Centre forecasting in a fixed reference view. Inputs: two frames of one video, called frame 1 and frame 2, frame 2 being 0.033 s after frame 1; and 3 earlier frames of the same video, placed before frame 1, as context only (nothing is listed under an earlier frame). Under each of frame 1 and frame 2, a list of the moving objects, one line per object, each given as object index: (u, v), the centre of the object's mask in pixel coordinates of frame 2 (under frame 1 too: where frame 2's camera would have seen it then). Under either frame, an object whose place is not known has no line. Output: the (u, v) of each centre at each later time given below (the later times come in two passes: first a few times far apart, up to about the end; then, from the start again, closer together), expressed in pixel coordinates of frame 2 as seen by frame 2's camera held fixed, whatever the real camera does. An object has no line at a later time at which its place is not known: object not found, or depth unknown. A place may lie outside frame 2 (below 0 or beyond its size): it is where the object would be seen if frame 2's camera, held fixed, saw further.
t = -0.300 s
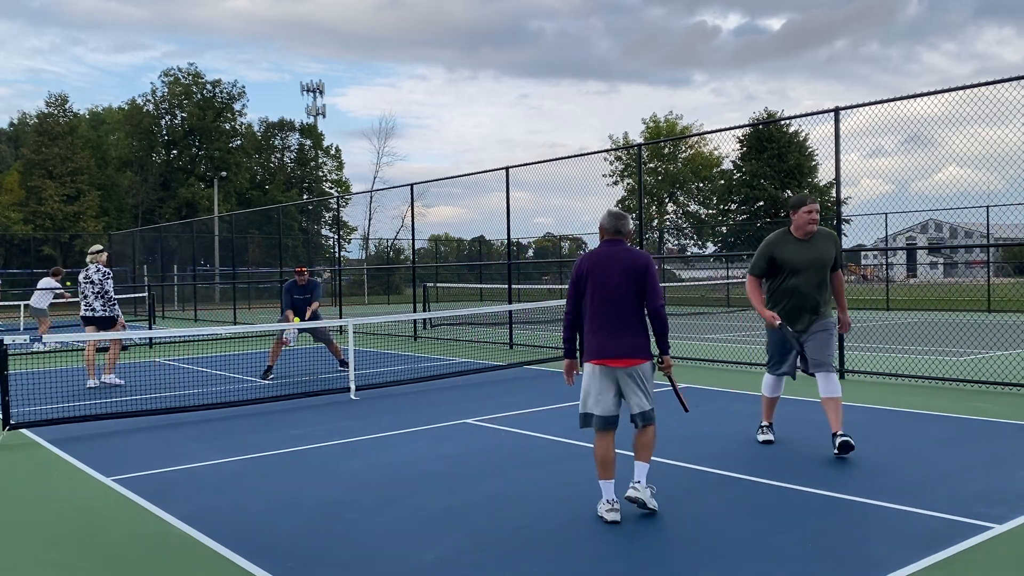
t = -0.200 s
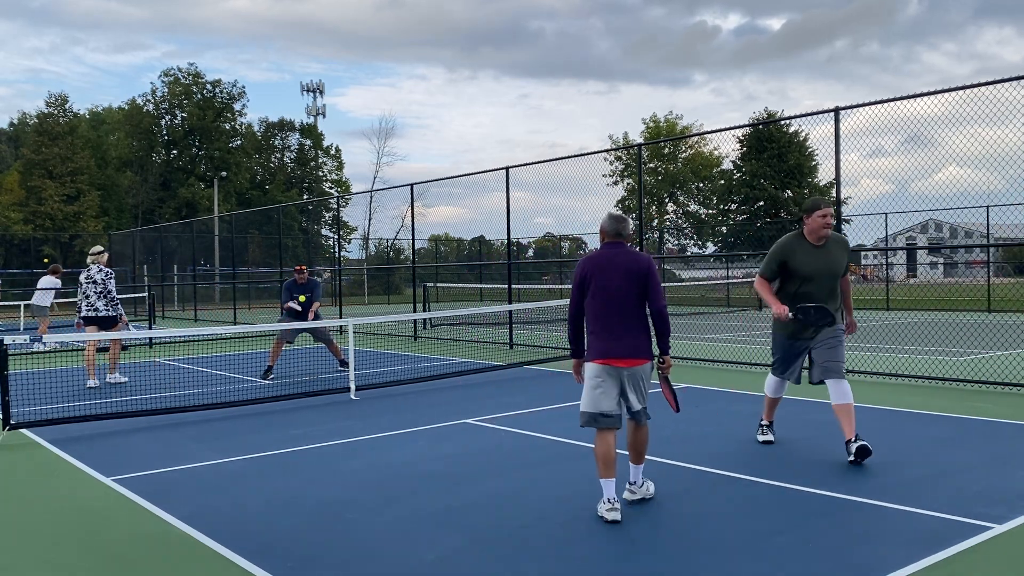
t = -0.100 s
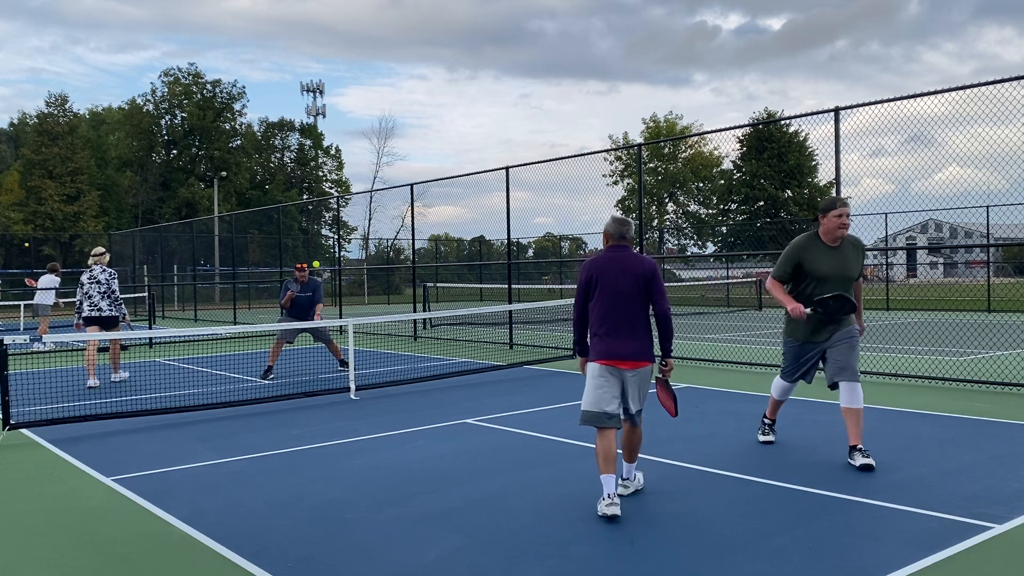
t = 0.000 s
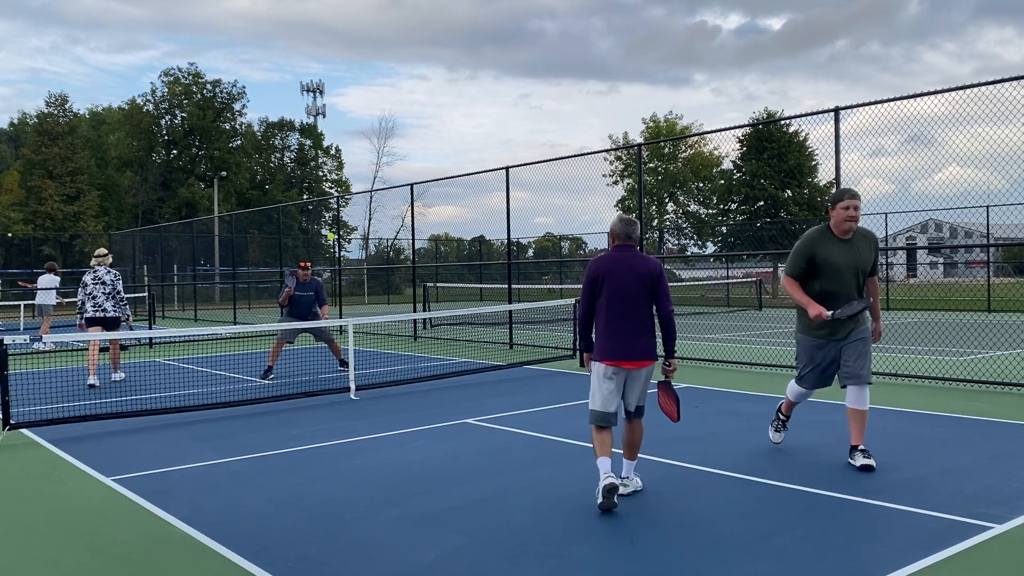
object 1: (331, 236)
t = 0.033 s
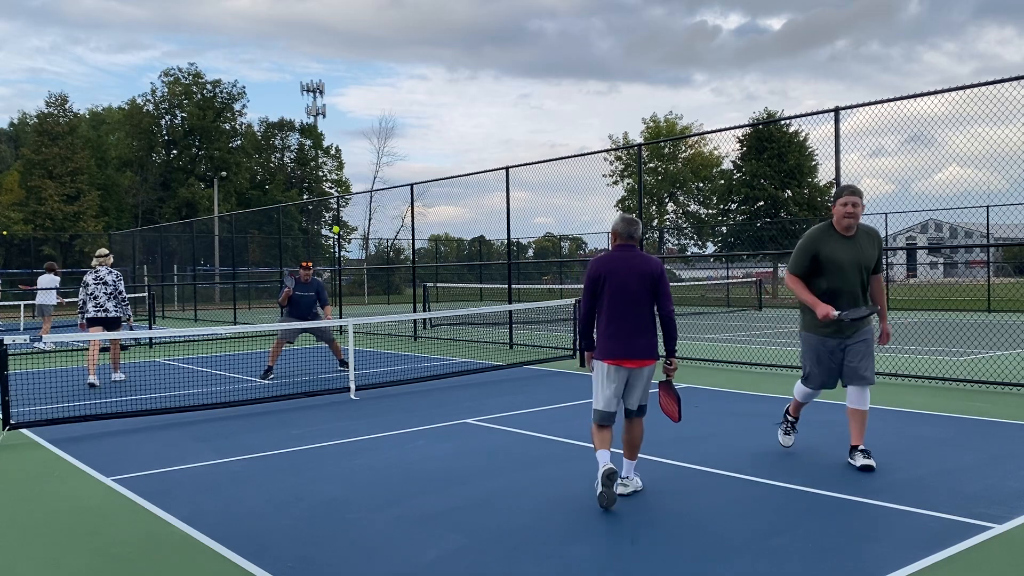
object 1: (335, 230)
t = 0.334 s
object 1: (386, 205)
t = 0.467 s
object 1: (413, 224)
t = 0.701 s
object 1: (464, 314)
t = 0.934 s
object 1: (517, 426)
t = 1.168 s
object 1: (553, 351)
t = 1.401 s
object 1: (597, 354)
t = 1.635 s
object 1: (650, 457)
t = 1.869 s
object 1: (704, 471)
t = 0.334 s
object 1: (386, 205)
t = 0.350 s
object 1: (389, 207)
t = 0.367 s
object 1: (392, 208)
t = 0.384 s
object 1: (396, 210)
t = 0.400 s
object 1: (399, 212)
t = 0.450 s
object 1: (409, 220)
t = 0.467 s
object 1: (413, 224)
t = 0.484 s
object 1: (416, 228)
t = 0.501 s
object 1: (419, 232)
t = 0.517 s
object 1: (422, 236)
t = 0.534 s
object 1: (426, 242)
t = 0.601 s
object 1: (440, 265)
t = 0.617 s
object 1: (444, 272)
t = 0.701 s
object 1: (464, 314)
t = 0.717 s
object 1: (467, 324)
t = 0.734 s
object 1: (471, 334)
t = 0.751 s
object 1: (475, 344)
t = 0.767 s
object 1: (479, 356)
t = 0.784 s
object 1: (483, 367)
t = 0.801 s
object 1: (488, 379)
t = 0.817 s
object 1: (492, 392)
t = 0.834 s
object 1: (496, 405)
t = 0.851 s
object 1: (501, 419)
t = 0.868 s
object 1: (505, 433)
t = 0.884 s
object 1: (510, 449)
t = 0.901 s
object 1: (512, 443)
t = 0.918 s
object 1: (514, 435)
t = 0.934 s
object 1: (517, 426)
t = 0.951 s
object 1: (519, 419)
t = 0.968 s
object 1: (522, 412)
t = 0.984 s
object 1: (524, 405)
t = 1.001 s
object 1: (526, 398)
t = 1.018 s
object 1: (529, 392)
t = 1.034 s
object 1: (531, 386)
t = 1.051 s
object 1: (534, 380)
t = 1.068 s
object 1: (536, 375)
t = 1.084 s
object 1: (539, 370)
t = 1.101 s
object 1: (541, 366)
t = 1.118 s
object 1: (544, 361)
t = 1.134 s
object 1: (547, 358)
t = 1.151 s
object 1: (550, 354)
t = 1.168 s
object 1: (553, 351)
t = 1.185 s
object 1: (555, 348)
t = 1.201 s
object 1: (558, 346)
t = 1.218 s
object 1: (561, 344)
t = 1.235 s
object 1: (564, 343)
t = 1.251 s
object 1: (567, 342)
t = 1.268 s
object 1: (570, 341)
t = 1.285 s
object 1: (573, 341)
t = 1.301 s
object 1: (577, 342)
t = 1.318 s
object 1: (580, 343)
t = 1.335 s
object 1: (583, 344)
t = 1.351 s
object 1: (587, 346)
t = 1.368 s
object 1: (590, 348)
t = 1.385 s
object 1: (593, 350)
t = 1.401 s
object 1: (597, 354)
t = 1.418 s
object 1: (600, 357)
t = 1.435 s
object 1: (604, 361)
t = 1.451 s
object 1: (607, 366)
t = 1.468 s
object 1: (611, 371)
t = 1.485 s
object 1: (614, 377)
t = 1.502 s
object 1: (618, 384)
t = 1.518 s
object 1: (622, 391)
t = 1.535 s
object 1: (626, 398)
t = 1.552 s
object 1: (630, 407)
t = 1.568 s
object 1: (634, 416)
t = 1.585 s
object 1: (638, 425)
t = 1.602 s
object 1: (642, 435)
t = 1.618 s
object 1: (646, 446)
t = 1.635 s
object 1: (650, 457)
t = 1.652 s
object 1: (654, 469)
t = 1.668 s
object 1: (659, 482)
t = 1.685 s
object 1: (663, 496)
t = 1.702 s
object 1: (667, 510)
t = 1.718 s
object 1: (672, 521)
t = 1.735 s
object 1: (675, 513)
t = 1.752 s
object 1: (678, 506)
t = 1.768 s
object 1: (682, 500)
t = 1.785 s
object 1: (686, 494)
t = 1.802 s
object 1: (689, 488)
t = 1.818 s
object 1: (693, 483)
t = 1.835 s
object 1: (697, 479)
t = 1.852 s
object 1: (700, 475)
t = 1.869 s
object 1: (704, 471)
